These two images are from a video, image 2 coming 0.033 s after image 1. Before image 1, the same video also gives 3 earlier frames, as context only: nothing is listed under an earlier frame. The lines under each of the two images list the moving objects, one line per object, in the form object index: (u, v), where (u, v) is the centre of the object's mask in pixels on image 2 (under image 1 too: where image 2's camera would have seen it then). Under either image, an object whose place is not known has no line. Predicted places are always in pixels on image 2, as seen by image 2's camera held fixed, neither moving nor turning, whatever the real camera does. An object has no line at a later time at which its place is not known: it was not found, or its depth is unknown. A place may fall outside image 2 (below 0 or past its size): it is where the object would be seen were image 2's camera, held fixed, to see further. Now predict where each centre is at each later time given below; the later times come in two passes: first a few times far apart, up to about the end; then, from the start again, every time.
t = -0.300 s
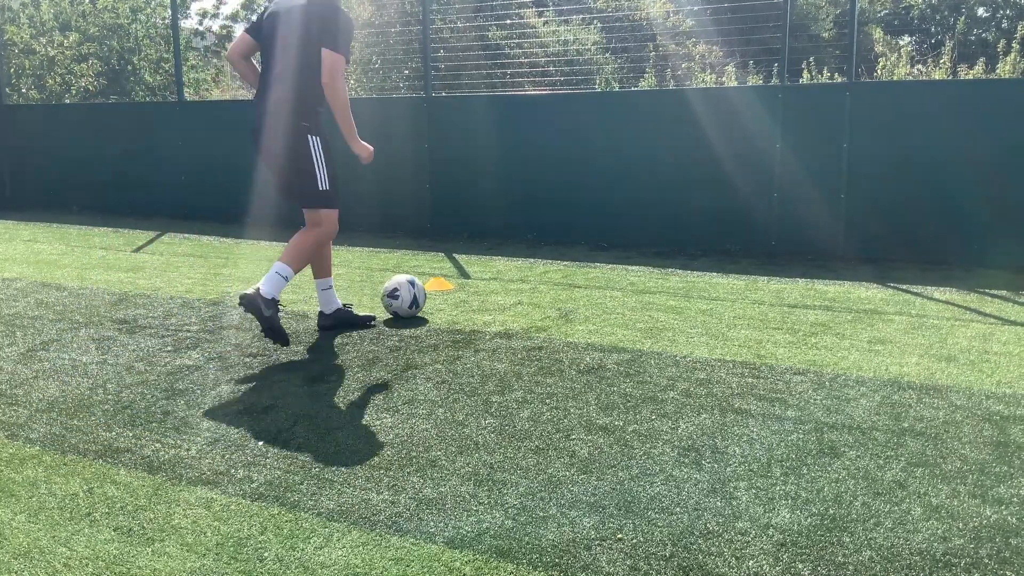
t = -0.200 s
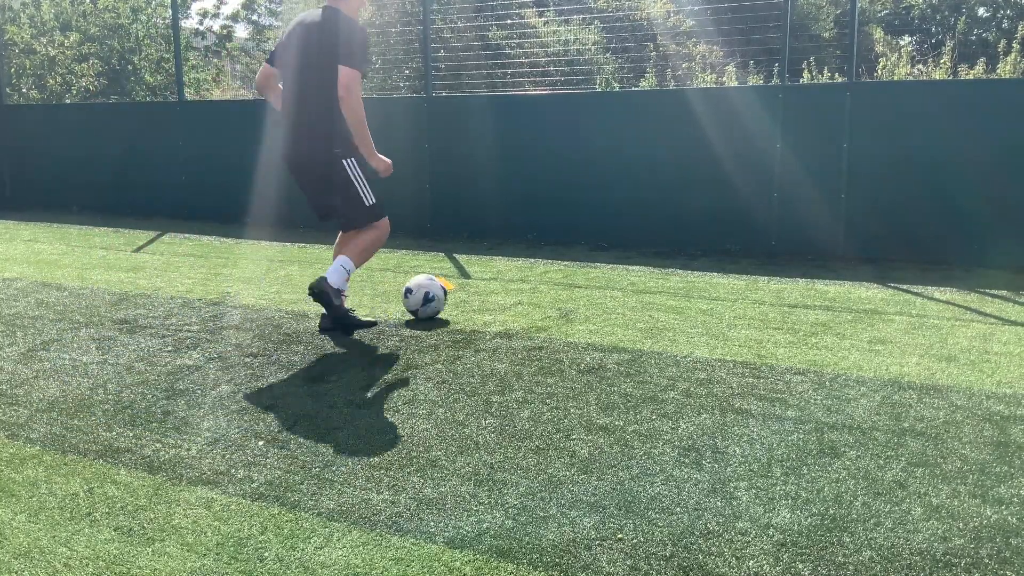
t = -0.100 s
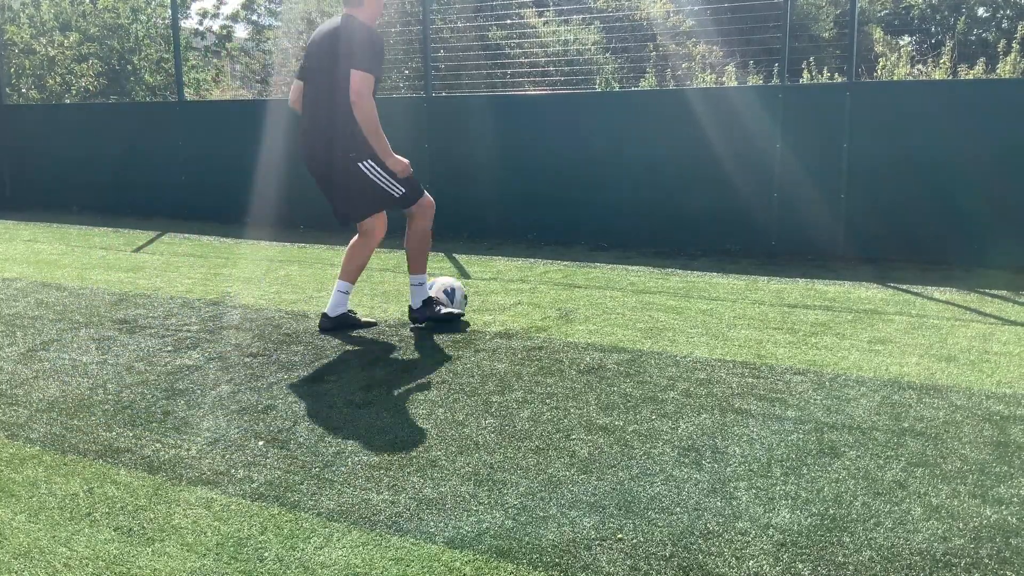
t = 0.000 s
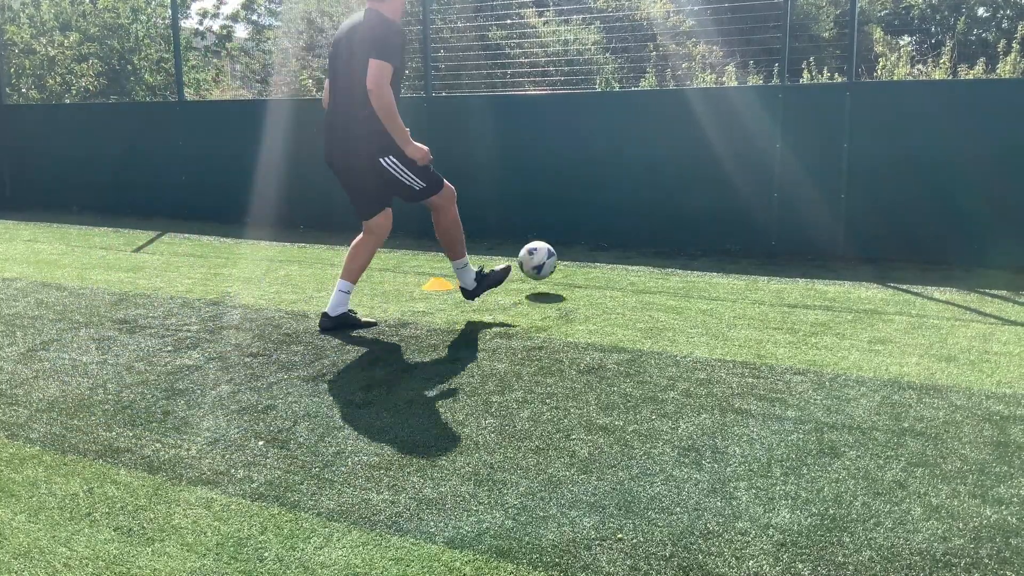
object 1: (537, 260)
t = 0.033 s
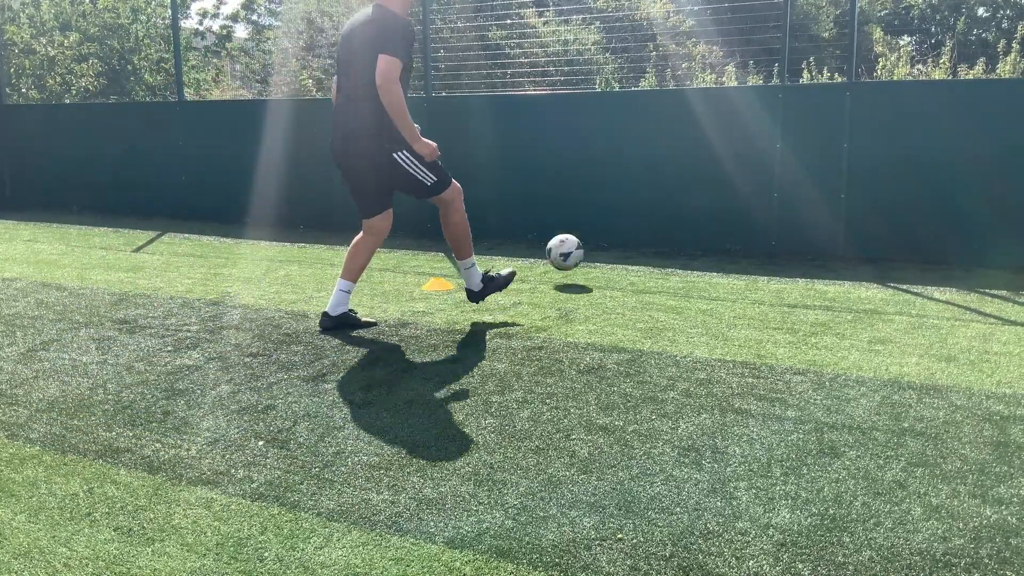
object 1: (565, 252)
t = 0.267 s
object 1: (674, 225)
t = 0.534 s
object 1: (610, 240)
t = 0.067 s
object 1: (589, 246)
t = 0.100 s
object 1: (611, 243)
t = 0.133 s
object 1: (631, 240)
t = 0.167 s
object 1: (651, 241)
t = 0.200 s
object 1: (666, 239)
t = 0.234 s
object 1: (680, 230)
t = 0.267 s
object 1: (674, 225)
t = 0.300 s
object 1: (667, 222)
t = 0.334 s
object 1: (661, 219)
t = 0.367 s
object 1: (653, 219)
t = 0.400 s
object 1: (646, 219)
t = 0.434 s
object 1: (638, 222)
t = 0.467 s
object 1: (629, 226)
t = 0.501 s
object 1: (619, 232)
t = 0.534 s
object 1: (610, 240)
